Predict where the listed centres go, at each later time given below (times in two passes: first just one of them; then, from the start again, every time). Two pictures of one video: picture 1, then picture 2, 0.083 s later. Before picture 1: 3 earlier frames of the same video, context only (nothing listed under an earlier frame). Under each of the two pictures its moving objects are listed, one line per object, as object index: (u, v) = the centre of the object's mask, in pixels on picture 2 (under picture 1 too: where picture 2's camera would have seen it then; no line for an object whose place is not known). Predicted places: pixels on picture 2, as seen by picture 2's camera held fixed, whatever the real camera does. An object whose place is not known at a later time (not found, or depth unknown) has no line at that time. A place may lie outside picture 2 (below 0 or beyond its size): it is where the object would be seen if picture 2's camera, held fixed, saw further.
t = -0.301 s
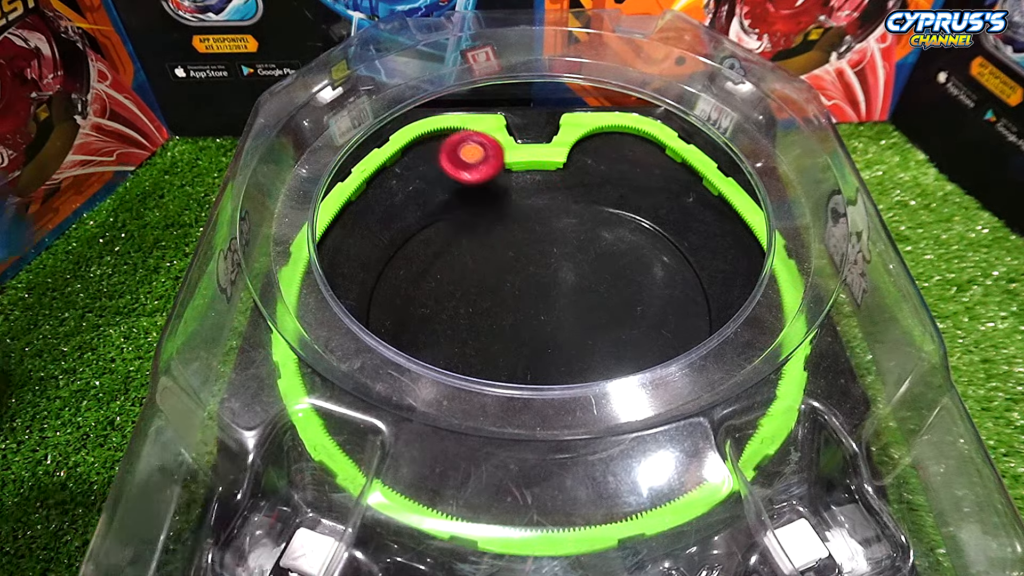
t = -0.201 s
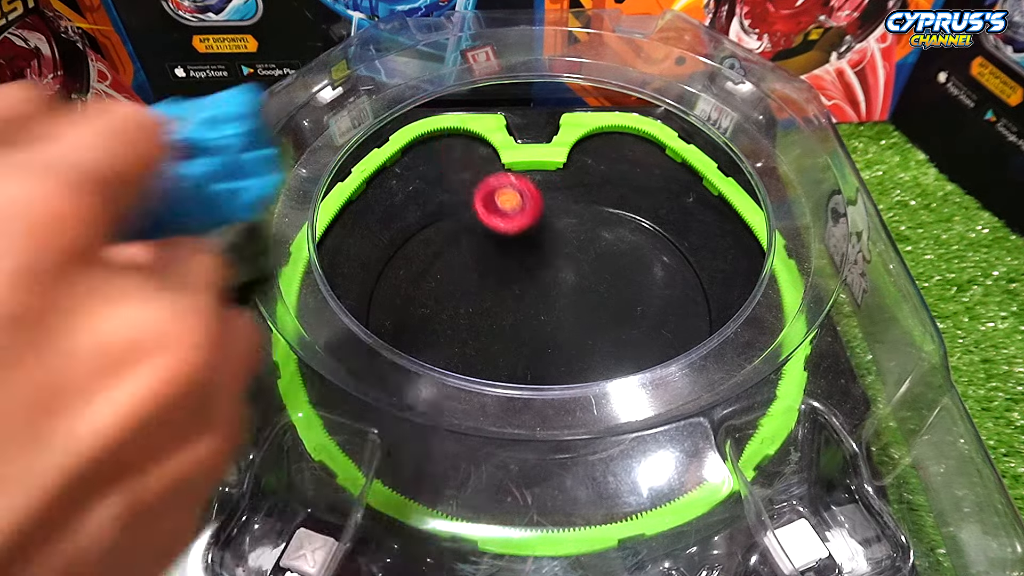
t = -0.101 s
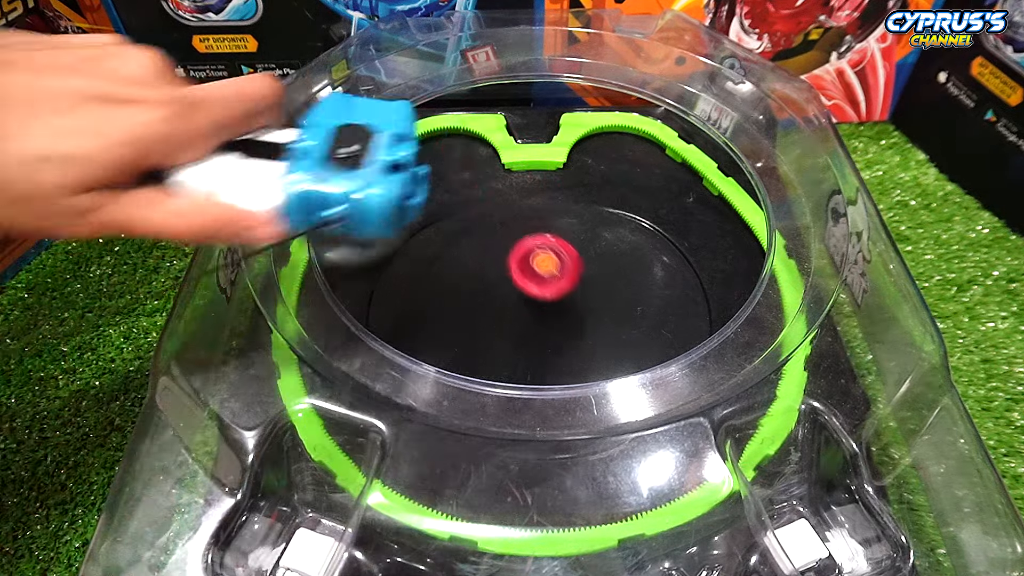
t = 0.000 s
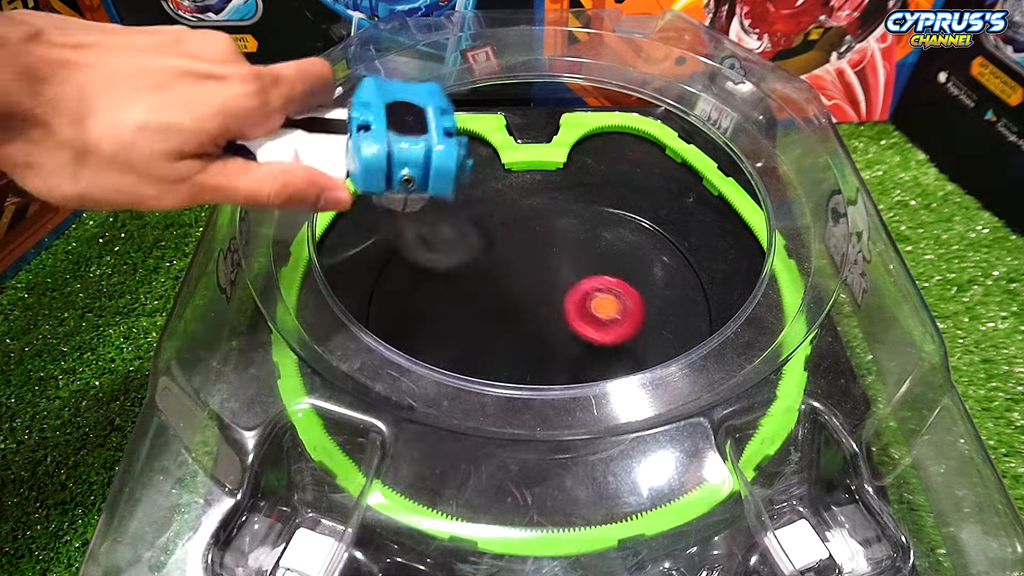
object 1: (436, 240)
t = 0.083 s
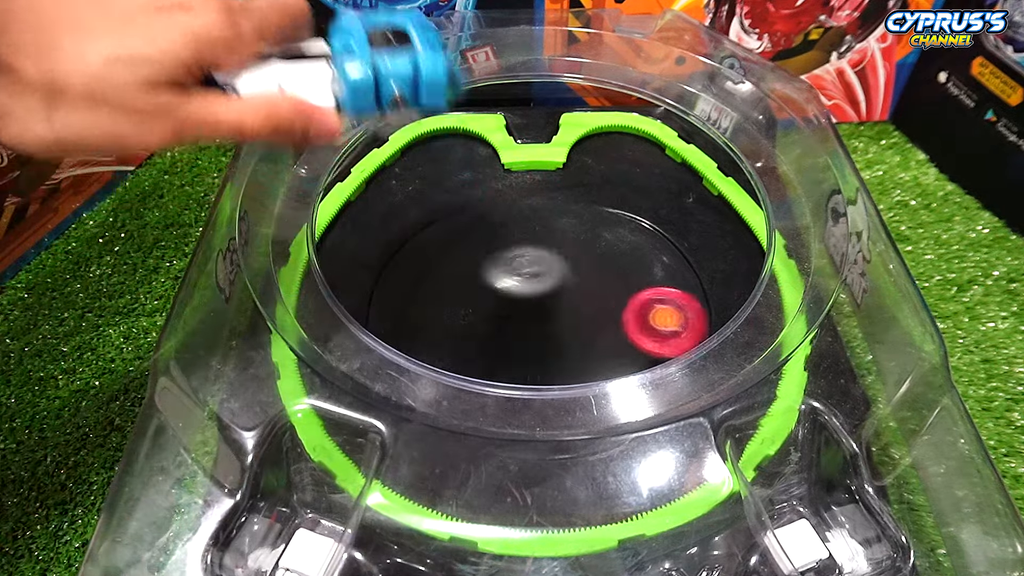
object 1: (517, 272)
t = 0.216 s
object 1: (669, 255)
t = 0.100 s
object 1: (535, 268)
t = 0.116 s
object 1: (555, 269)
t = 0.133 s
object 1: (574, 267)
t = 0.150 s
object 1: (594, 264)
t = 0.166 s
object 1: (613, 262)
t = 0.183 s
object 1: (632, 259)
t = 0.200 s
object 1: (651, 257)
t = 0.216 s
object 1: (669, 255)
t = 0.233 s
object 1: (682, 237)
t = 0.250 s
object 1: (689, 205)
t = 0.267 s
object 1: (699, 183)
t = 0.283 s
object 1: (708, 156)
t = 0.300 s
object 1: (703, 141)
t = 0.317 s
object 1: (691, 127)
